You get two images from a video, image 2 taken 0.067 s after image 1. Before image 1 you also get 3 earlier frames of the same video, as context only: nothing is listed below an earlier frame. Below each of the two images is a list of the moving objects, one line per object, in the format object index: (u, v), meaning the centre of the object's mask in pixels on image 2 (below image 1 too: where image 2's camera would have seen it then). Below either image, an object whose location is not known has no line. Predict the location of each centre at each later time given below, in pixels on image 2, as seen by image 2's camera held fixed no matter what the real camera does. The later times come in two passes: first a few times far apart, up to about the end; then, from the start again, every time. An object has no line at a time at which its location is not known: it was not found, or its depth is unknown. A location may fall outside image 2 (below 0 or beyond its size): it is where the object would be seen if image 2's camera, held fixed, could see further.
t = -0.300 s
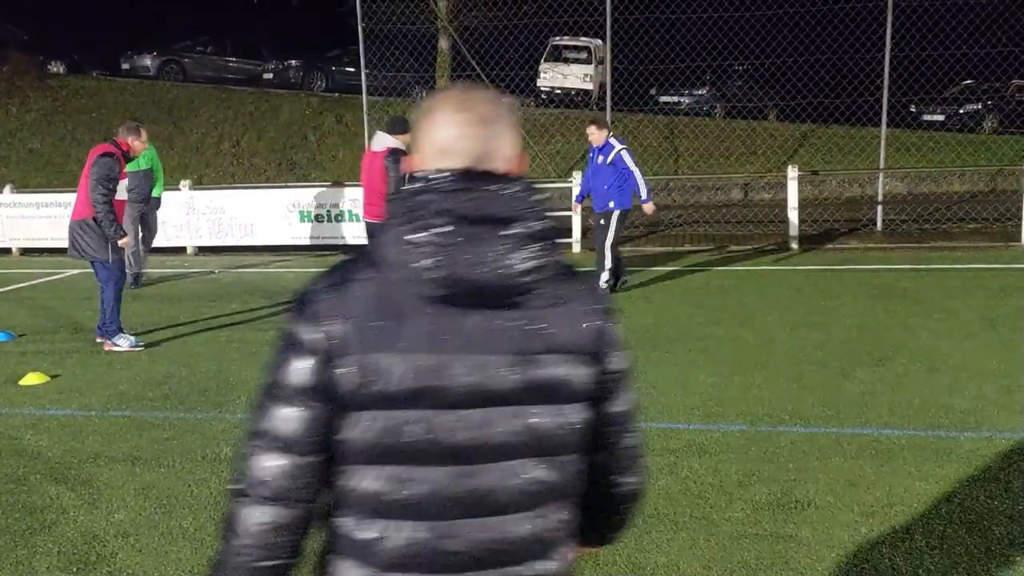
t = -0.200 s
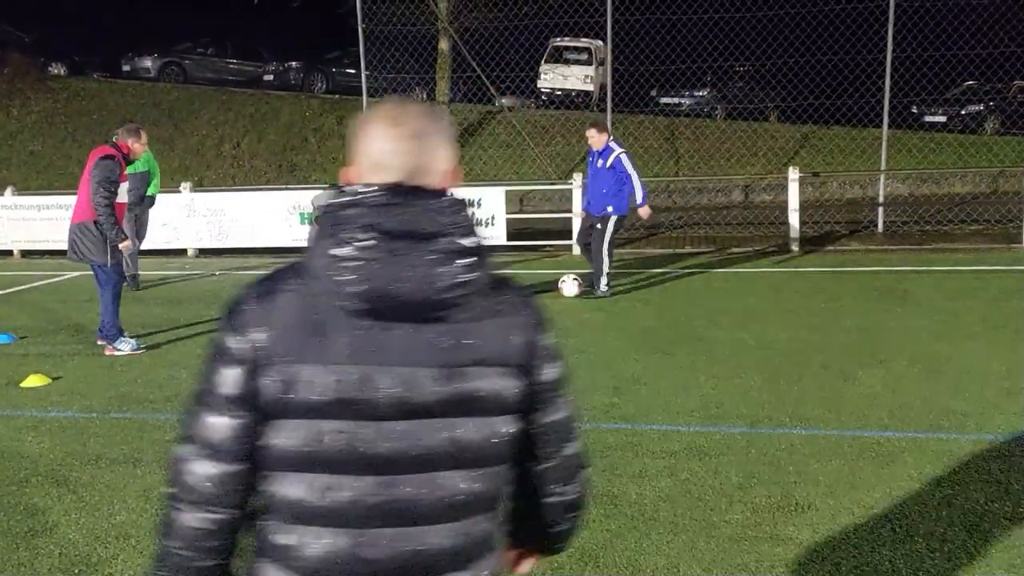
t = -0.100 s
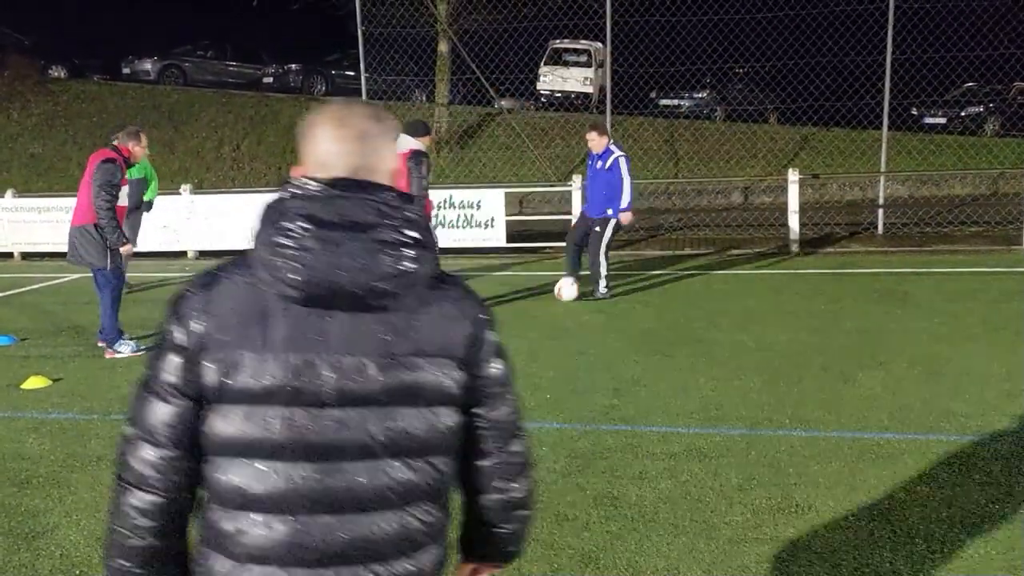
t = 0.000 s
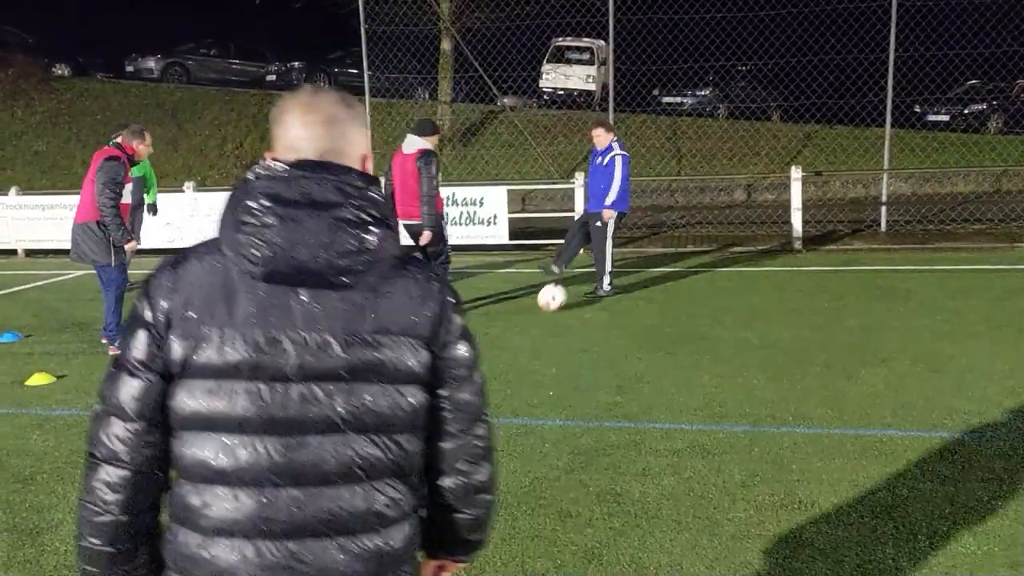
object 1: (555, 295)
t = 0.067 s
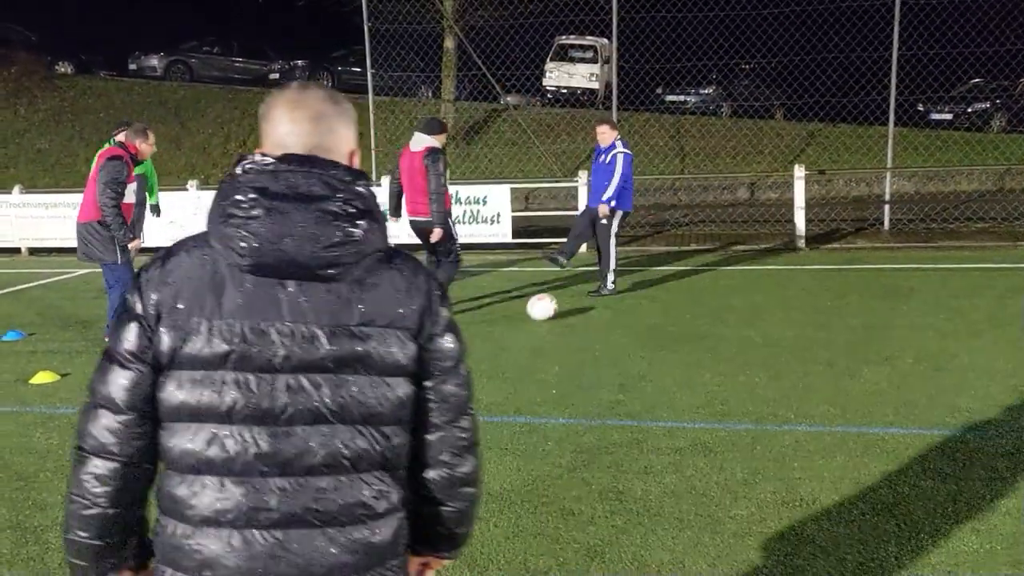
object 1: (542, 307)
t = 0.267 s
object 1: (497, 336)
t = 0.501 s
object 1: (441, 381)
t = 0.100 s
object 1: (535, 310)
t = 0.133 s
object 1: (527, 316)
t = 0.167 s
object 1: (519, 322)
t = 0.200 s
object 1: (512, 328)
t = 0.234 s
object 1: (505, 331)
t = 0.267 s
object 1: (497, 336)
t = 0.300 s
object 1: (490, 342)
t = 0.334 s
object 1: (482, 349)
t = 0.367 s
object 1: (473, 356)
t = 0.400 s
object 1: (465, 360)
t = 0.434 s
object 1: (457, 367)
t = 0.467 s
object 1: (449, 375)
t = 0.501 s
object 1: (441, 381)
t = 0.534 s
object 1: (432, 386)
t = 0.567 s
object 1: (423, 392)
